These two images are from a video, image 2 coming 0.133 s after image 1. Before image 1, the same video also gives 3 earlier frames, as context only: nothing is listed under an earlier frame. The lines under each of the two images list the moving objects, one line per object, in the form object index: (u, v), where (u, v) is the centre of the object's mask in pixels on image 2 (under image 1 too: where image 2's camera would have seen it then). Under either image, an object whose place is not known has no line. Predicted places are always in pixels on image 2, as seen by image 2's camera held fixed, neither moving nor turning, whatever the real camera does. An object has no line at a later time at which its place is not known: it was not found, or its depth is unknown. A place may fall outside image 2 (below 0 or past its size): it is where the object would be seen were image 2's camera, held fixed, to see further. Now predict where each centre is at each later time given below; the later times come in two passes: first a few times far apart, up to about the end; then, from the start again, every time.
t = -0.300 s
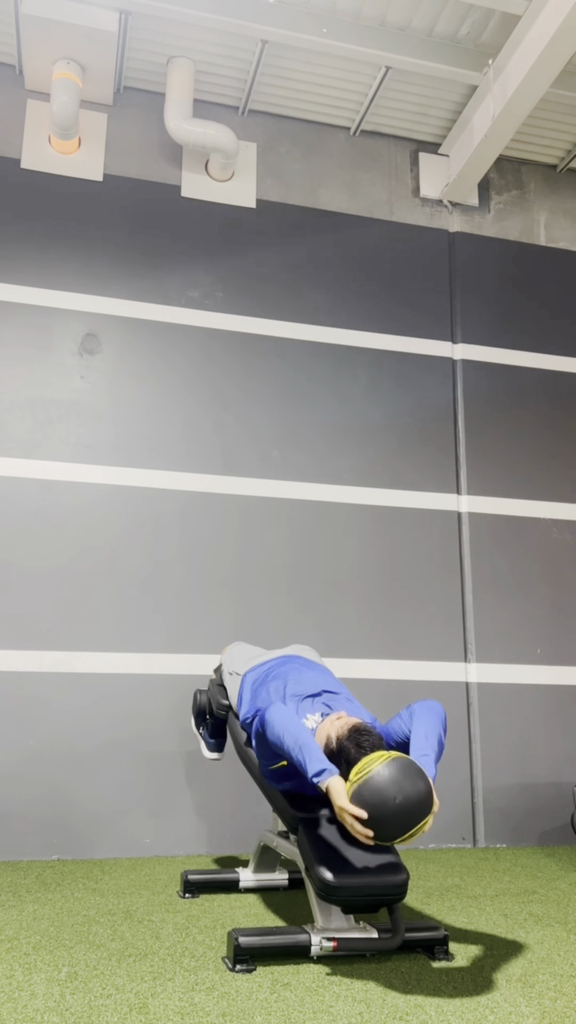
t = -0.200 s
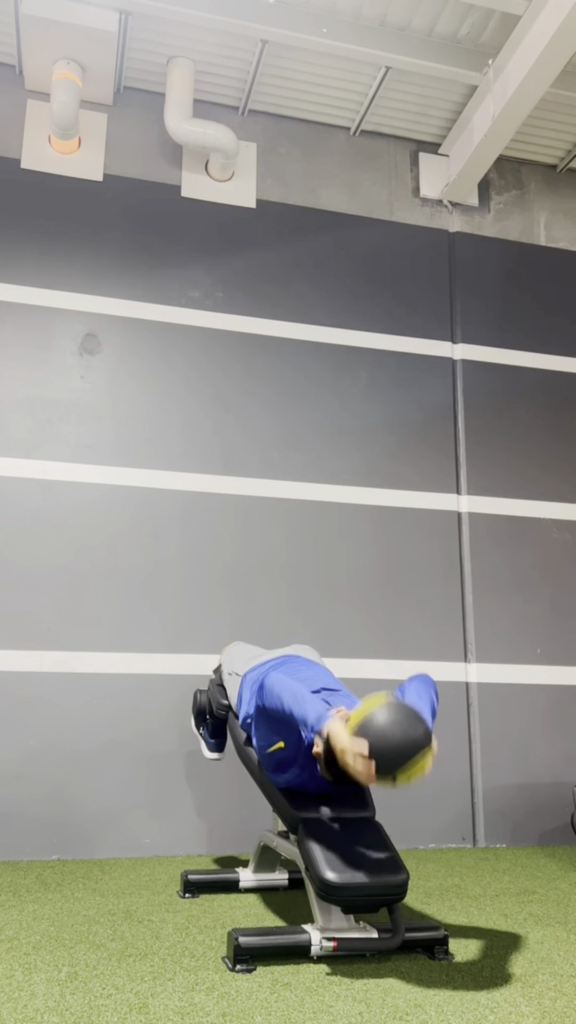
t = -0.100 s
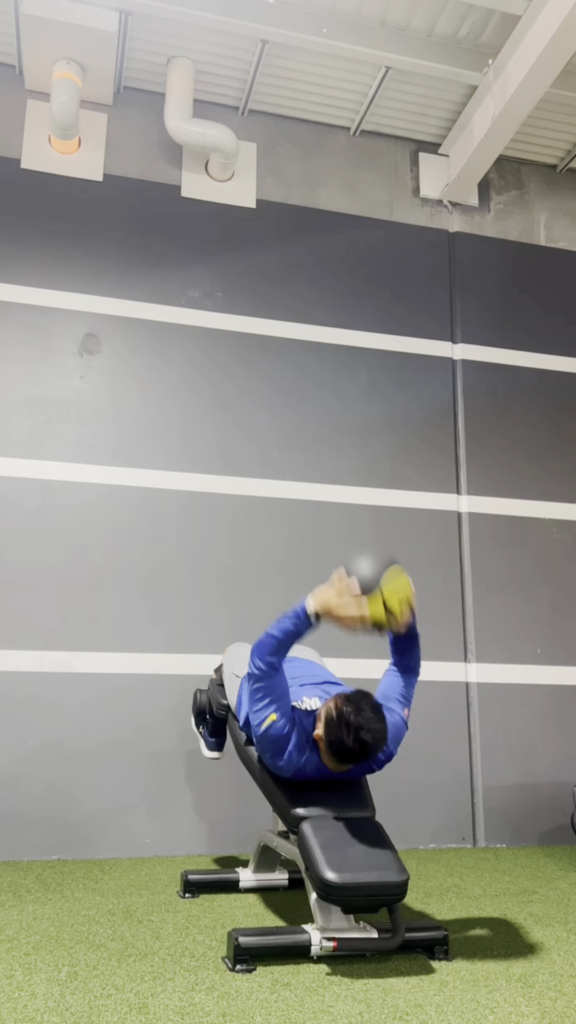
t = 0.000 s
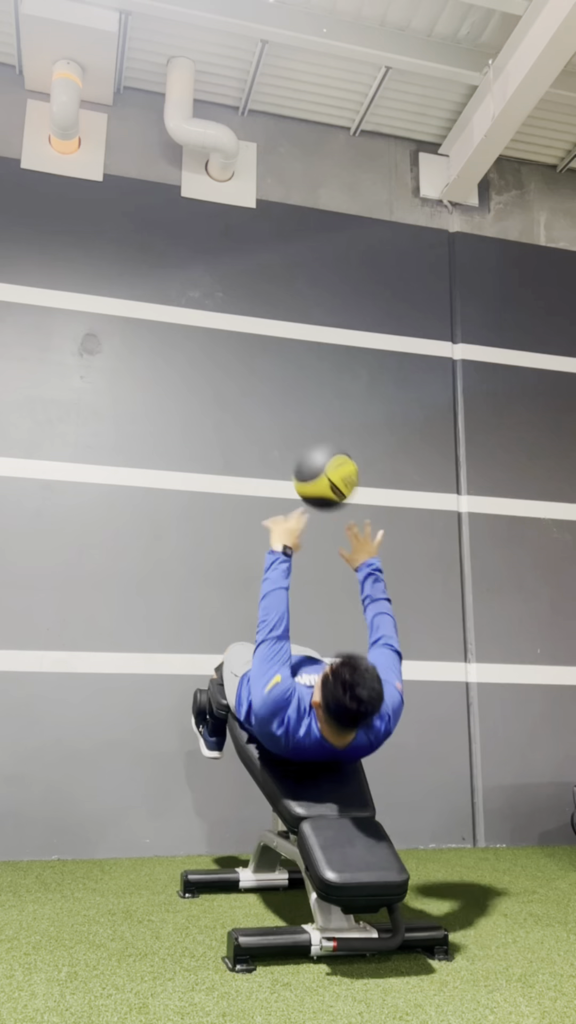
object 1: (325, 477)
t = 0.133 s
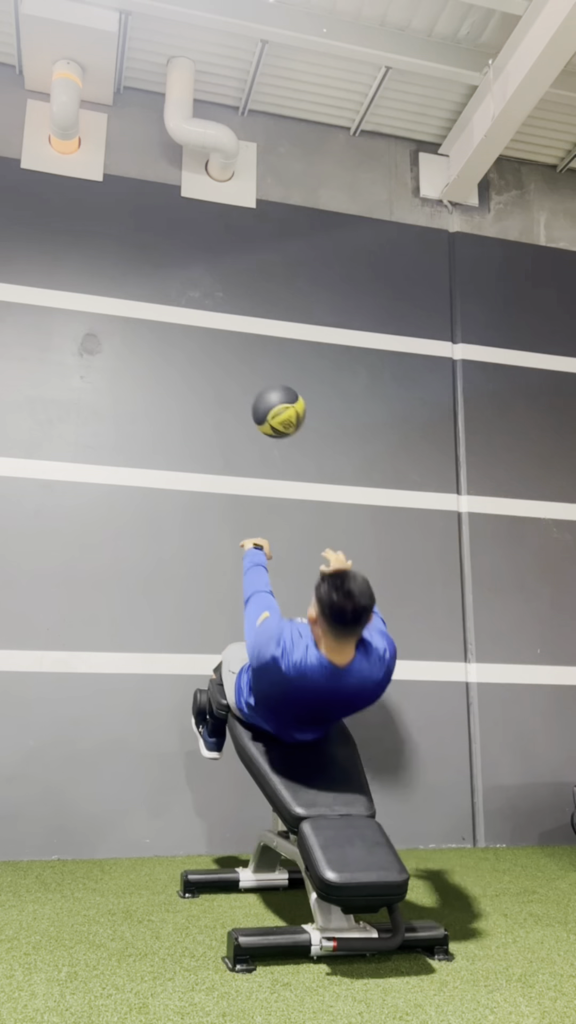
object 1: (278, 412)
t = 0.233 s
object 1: (253, 398)
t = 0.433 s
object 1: (222, 411)
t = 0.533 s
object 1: (228, 402)
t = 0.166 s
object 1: (269, 404)
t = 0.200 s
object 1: (261, 400)
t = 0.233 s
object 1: (253, 398)
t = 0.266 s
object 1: (245, 399)
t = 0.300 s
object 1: (238, 401)
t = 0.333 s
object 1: (232, 405)
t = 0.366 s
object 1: (226, 411)
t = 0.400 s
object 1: (220, 418)
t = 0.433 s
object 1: (222, 411)
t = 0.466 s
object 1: (224, 406)
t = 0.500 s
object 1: (226, 403)
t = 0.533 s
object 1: (228, 402)
